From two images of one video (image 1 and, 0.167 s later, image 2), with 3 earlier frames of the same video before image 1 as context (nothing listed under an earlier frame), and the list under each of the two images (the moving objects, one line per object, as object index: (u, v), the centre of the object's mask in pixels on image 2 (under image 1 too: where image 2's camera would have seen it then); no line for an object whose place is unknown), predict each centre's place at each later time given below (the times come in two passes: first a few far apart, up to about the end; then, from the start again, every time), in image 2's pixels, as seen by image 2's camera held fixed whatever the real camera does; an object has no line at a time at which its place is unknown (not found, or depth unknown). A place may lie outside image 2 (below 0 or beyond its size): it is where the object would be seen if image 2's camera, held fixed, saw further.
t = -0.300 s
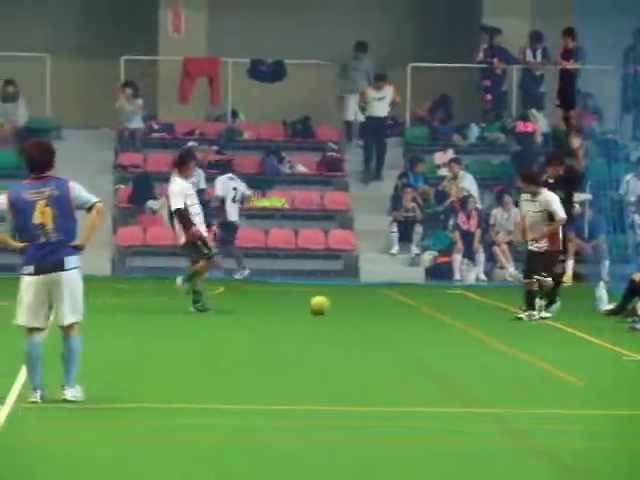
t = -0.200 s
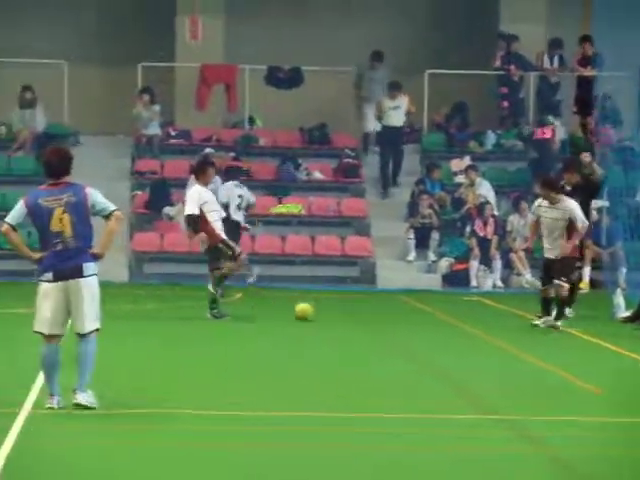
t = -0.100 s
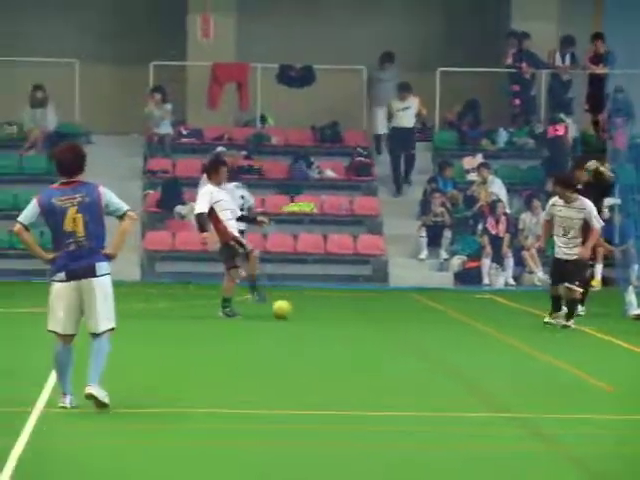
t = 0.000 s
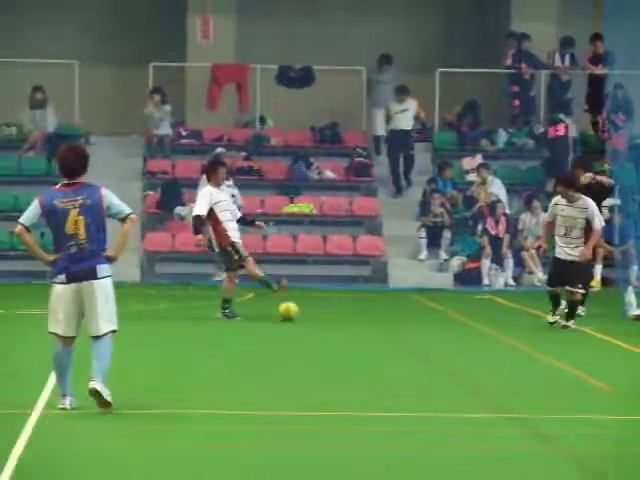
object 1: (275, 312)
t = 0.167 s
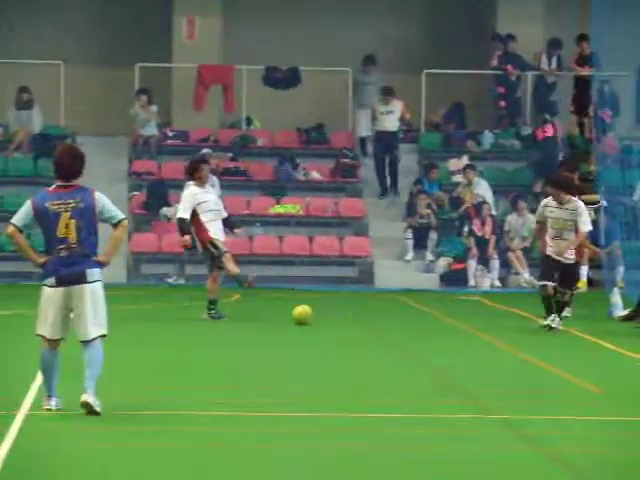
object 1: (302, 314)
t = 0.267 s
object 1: (318, 316)
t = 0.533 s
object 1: (361, 318)
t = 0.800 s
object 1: (404, 323)
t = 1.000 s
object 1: (437, 326)
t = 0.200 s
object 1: (308, 314)
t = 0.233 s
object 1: (312, 315)
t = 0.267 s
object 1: (318, 316)
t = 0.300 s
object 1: (322, 316)
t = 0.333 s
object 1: (329, 316)
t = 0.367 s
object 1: (334, 317)
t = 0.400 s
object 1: (340, 317)
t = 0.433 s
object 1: (345, 317)
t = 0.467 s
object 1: (351, 318)
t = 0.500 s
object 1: (355, 318)
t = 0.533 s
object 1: (361, 318)
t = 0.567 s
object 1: (367, 319)
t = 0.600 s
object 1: (372, 320)
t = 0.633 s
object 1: (377, 321)
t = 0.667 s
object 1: (382, 321)
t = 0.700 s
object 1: (388, 322)
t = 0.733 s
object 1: (393, 322)
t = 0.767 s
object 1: (399, 323)
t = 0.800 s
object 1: (404, 323)
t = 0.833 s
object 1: (409, 324)
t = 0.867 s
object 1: (415, 325)
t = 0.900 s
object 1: (421, 325)
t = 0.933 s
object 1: (426, 325)
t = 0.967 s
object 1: (431, 326)
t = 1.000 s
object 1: (437, 326)
